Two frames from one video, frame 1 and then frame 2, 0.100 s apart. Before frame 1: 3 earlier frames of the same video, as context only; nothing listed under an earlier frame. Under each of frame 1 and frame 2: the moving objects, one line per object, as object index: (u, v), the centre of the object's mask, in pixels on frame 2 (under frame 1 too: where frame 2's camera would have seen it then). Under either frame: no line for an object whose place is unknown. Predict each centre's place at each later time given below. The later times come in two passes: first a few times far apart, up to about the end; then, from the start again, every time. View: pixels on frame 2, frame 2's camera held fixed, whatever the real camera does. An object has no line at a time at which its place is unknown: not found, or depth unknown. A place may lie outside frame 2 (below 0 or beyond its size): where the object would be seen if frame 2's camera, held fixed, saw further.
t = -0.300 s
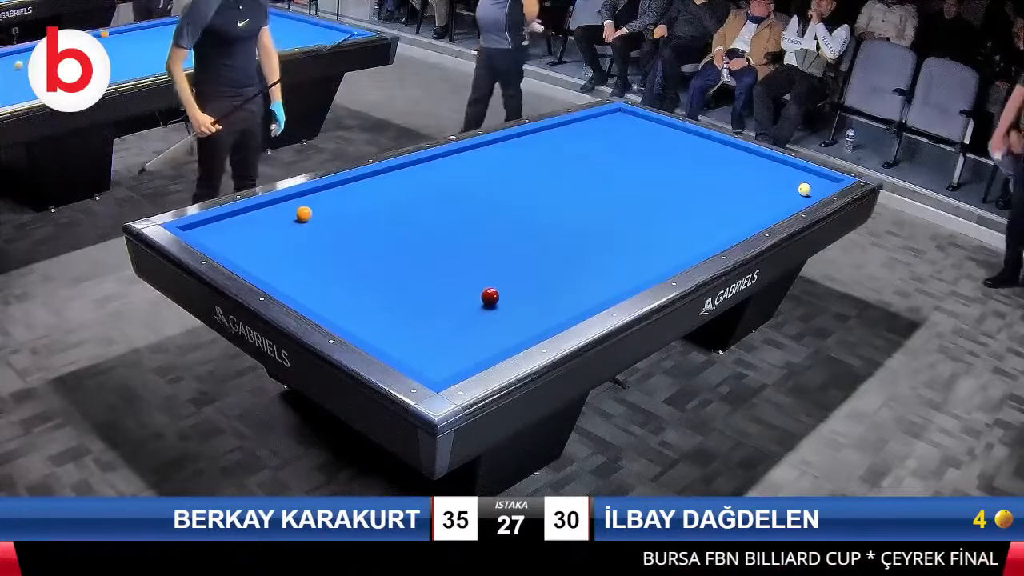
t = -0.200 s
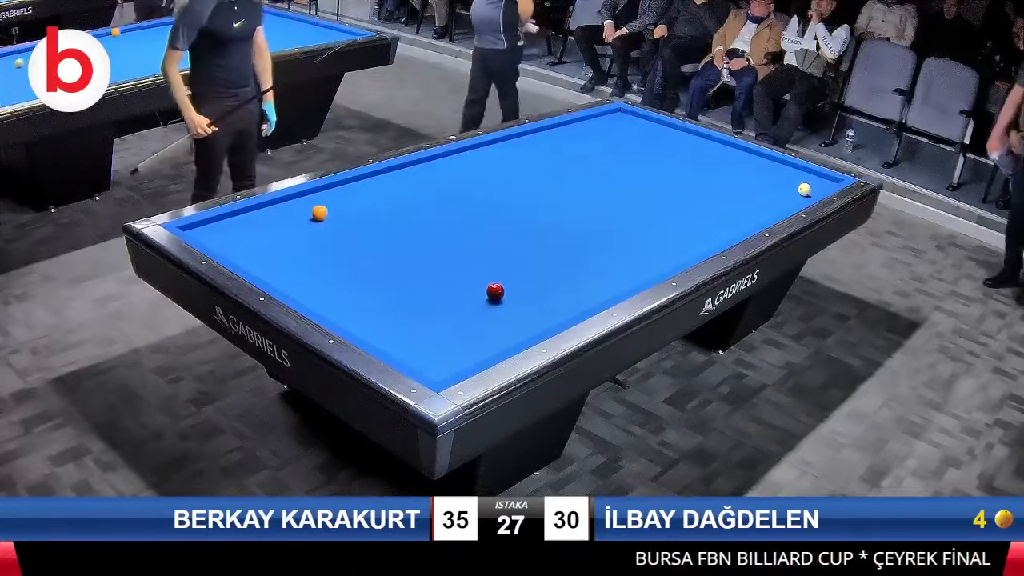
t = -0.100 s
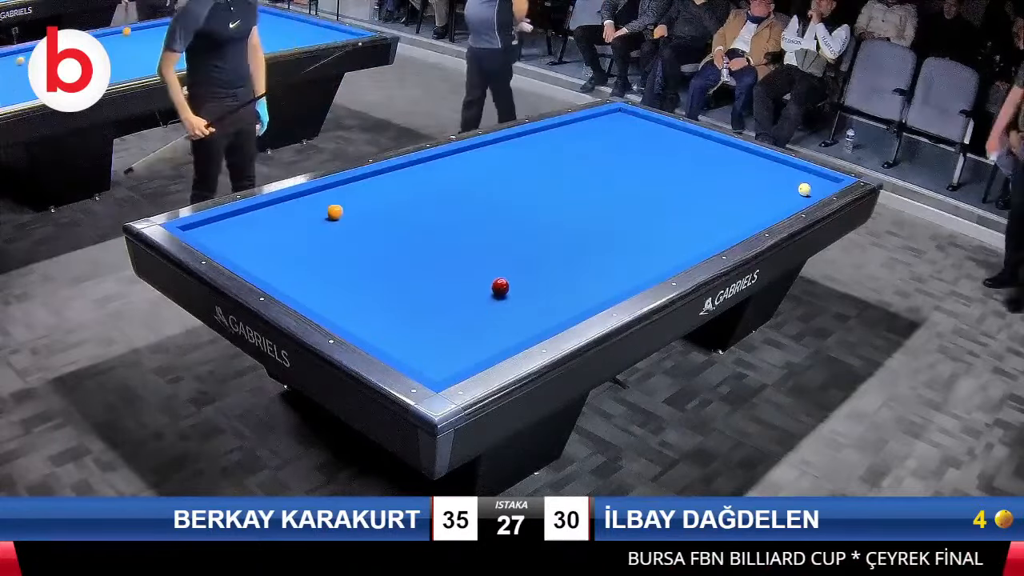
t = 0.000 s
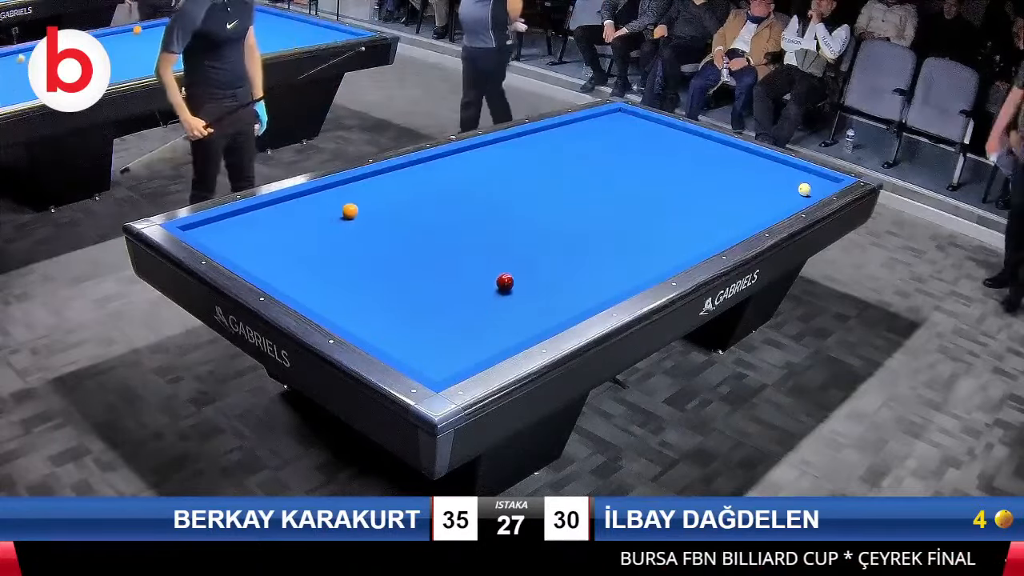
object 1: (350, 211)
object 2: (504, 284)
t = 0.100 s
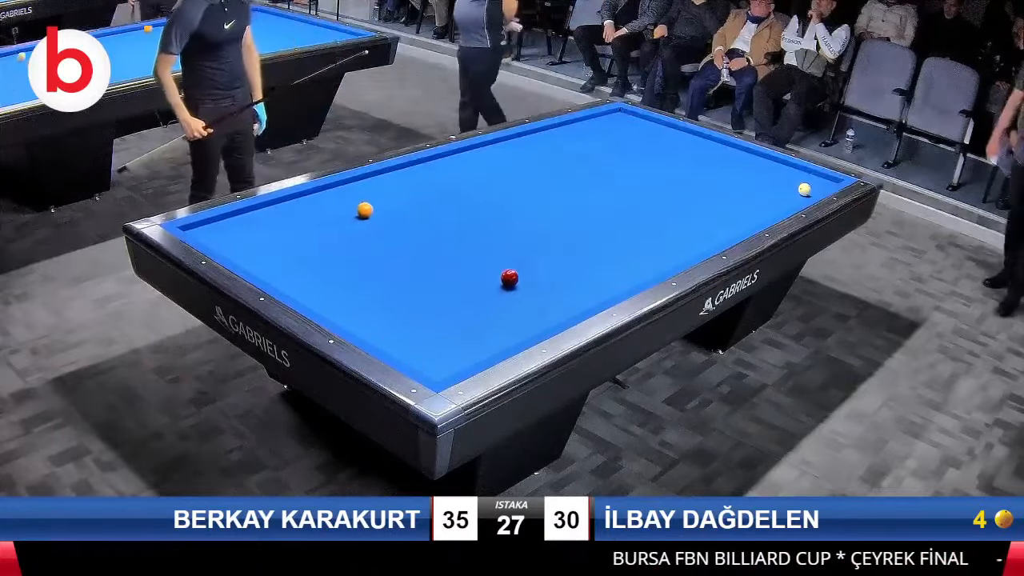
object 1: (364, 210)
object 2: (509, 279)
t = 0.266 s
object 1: (389, 209)
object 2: (517, 272)
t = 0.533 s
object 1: (427, 207)
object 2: (528, 261)
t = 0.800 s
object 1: (464, 205)
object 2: (538, 251)
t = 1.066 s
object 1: (499, 203)
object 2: (547, 242)
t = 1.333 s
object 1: (532, 201)
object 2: (556, 234)
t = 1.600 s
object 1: (564, 200)
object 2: (564, 226)
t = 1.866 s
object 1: (594, 198)
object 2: (571, 218)
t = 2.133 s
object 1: (623, 197)
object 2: (578, 212)
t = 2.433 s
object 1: (654, 195)
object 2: (585, 205)
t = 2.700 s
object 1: (679, 194)
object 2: (591, 199)
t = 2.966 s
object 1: (703, 193)
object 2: (597, 194)
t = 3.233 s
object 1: (726, 192)
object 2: (602, 189)
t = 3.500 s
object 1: (748, 191)
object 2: (606, 184)
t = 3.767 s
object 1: (768, 191)
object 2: (611, 180)
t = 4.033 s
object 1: (787, 190)
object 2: (615, 176)
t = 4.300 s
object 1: (797, 190)
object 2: (618, 173)
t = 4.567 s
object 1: (801, 190)
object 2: (622, 169)
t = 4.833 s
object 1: (805, 190)
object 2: (625, 166)
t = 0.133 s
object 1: (369, 210)
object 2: (511, 278)
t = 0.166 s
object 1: (374, 210)
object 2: (512, 277)
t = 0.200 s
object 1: (379, 209)
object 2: (514, 275)
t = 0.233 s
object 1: (384, 209)
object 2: (515, 274)
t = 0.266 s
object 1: (389, 209)
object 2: (517, 272)
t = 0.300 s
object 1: (394, 209)
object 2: (518, 271)
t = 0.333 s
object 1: (399, 208)
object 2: (520, 269)
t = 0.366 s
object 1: (404, 208)
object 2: (521, 268)
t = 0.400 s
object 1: (408, 208)
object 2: (522, 266)
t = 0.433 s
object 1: (413, 208)
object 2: (524, 265)
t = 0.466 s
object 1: (418, 207)
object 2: (525, 264)
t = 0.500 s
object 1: (422, 207)
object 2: (527, 262)
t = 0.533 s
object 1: (427, 207)
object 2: (528, 261)
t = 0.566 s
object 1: (432, 207)
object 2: (529, 260)
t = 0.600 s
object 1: (436, 206)
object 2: (530, 258)
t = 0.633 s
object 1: (441, 206)
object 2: (532, 257)
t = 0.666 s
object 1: (446, 206)
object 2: (533, 256)
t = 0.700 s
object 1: (450, 205)
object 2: (534, 255)
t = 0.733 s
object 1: (455, 205)
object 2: (535, 254)
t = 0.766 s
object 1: (459, 205)
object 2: (537, 252)
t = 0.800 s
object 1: (464, 205)
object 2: (538, 251)
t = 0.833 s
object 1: (468, 205)
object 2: (539, 250)
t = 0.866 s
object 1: (472, 204)
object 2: (540, 249)
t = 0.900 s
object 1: (477, 204)
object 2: (542, 248)
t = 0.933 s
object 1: (481, 204)
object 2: (543, 246)
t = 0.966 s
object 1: (486, 203)
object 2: (544, 245)
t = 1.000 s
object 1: (490, 203)
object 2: (545, 244)
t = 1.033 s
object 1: (494, 203)
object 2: (546, 243)
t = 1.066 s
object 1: (499, 203)
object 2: (547, 242)
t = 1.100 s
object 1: (503, 203)
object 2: (548, 241)
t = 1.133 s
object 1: (507, 203)
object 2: (549, 240)
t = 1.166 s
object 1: (512, 202)
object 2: (551, 239)
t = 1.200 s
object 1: (516, 202)
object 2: (552, 238)
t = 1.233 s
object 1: (520, 202)
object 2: (553, 237)
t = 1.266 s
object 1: (524, 201)
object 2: (554, 236)
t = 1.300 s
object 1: (528, 201)
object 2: (555, 235)
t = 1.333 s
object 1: (532, 201)
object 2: (556, 234)
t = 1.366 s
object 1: (536, 201)
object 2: (557, 233)
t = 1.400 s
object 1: (540, 201)
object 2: (558, 232)
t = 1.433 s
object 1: (544, 201)
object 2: (559, 231)
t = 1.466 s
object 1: (548, 200)
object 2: (560, 230)
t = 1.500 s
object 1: (552, 200)
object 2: (561, 229)
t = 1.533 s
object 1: (556, 200)
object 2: (562, 228)
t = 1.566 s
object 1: (560, 200)
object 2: (563, 227)
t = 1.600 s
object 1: (564, 200)
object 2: (564, 226)
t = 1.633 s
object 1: (568, 199)
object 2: (565, 225)
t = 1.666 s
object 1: (572, 199)
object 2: (566, 224)
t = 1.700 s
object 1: (576, 199)
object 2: (567, 223)
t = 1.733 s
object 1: (579, 198)
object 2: (568, 222)
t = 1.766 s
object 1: (583, 198)
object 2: (569, 221)
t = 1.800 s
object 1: (587, 198)
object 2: (569, 220)
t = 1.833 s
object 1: (591, 198)
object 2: (570, 219)
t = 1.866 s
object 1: (594, 198)
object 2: (571, 218)
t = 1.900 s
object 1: (598, 198)
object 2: (572, 218)
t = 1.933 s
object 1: (602, 197)
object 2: (573, 217)
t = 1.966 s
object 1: (605, 197)
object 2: (574, 216)
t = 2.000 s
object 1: (609, 197)
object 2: (575, 215)
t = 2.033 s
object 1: (612, 197)
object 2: (575, 214)
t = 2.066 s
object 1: (616, 197)
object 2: (576, 213)
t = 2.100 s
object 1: (620, 197)
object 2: (577, 213)
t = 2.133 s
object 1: (623, 197)
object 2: (578, 212)
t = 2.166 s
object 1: (627, 196)
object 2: (579, 211)
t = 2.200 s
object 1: (630, 196)
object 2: (580, 210)
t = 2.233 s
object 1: (633, 196)
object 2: (581, 209)
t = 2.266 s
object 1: (637, 196)
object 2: (581, 208)
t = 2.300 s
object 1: (640, 196)
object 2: (582, 208)
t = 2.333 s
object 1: (643, 195)
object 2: (583, 207)
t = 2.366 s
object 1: (647, 196)
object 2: (584, 206)
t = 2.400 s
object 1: (650, 195)
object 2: (584, 206)
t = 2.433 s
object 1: (654, 195)
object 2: (585, 205)
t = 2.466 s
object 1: (657, 195)
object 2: (586, 204)
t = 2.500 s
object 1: (660, 195)
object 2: (587, 203)
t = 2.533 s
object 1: (663, 195)
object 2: (588, 202)
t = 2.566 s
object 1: (667, 195)
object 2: (588, 202)
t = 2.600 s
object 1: (670, 194)
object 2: (589, 201)
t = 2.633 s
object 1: (673, 194)
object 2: (590, 200)
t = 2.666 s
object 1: (676, 194)
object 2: (590, 200)
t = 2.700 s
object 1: (679, 194)
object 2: (591, 199)
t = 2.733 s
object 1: (682, 194)
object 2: (592, 198)
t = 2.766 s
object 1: (685, 194)
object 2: (593, 197)
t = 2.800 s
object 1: (688, 194)
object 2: (593, 197)
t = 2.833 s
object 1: (691, 194)
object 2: (594, 196)
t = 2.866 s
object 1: (694, 194)
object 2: (594, 196)
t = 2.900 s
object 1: (697, 193)
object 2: (595, 195)
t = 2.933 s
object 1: (700, 193)
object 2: (596, 194)
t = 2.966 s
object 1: (703, 193)
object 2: (597, 194)
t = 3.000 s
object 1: (706, 193)
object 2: (597, 193)
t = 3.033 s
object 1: (709, 193)
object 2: (598, 192)
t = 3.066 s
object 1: (712, 193)
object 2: (598, 192)
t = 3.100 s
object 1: (715, 192)
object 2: (599, 191)
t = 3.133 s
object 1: (718, 192)
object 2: (600, 191)
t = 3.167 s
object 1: (721, 192)
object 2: (600, 190)
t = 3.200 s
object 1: (724, 192)
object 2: (601, 189)
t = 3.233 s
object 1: (726, 192)
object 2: (602, 189)
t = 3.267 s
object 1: (729, 192)
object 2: (602, 188)
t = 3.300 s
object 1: (732, 192)
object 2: (603, 188)
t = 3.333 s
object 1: (734, 192)
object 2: (604, 187)
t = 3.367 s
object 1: (737, 192)
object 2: (604, 187)
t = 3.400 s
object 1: (740, 192)
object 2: (605, 186)
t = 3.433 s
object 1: (743, 191)
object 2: (605, 185)
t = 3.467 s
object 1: (745, 191)
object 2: (606, 185)
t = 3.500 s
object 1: (748, 191)
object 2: (606, 184)
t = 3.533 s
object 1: (751, 191)
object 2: (607, 184)
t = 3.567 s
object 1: (753, 191)
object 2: (607, 183)
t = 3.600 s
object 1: (756, 191)
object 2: (608, 183)
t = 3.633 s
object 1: (758, 191)
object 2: (608, 182)
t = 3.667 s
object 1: (761, 191)
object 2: (609, 181)
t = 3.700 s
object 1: (763, 191)
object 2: (610, 181)
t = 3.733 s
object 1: (766, 191)
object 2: (610, 181)
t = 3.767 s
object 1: (768, 191)
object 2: (611, 180)
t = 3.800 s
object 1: (771, 190)
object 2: (611, 180)
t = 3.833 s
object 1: (773, 190)
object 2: (612, 179)
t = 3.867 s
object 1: (776, 190)
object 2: (612, 179)
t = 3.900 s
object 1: (778, 190)
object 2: (613, 178)
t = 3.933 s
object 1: (780, 190)
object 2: (613, 178)
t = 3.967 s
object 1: (783, 190)
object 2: (614, 177)
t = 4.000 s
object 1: (785, 190)
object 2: (614, 177)
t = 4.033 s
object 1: (787, 190)
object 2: (615, 176)
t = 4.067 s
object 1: (790, 190)
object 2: (615, 176)
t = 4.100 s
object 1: (792, 190)
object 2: (615, 175)
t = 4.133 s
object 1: (794, 189)
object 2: (616, 175)
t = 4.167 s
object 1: (794, 189)
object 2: (616, 174)
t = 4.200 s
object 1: (795, 189)
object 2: (617, 174)
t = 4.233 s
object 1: (796, 190)
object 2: (617, 174)
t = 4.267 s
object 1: (796, 190)
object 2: (618, 173)
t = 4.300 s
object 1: (797, 190)
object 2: (618, 173)
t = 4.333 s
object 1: (797, 190)
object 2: (619, 172)
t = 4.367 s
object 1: (798, 190)
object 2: (619, 172)
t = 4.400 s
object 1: (799, 190)
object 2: (620, 171)
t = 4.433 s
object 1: (799, 190)
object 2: (620, 171)
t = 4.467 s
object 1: (800, 190)
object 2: (620, 171)
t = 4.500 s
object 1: (800, 190)
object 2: (621, 170)
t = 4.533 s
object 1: (801, 190)
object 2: (621, 170)
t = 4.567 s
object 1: (801, 190)
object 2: (622, 169)
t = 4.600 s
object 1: (801, 190)
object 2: (622, 169)
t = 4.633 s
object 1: (802, 190)
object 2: (623, 168)
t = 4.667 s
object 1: (803, 190)
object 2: (623, 168)
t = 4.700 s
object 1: (803, 190)
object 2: (623, 168)
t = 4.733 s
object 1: (804, 190)
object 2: (624, 167)
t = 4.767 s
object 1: (804, 190)
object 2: (625, 167)
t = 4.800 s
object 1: (805, 190)
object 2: (625, 167)
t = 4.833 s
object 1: (805, 190)
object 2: (625, 166)
